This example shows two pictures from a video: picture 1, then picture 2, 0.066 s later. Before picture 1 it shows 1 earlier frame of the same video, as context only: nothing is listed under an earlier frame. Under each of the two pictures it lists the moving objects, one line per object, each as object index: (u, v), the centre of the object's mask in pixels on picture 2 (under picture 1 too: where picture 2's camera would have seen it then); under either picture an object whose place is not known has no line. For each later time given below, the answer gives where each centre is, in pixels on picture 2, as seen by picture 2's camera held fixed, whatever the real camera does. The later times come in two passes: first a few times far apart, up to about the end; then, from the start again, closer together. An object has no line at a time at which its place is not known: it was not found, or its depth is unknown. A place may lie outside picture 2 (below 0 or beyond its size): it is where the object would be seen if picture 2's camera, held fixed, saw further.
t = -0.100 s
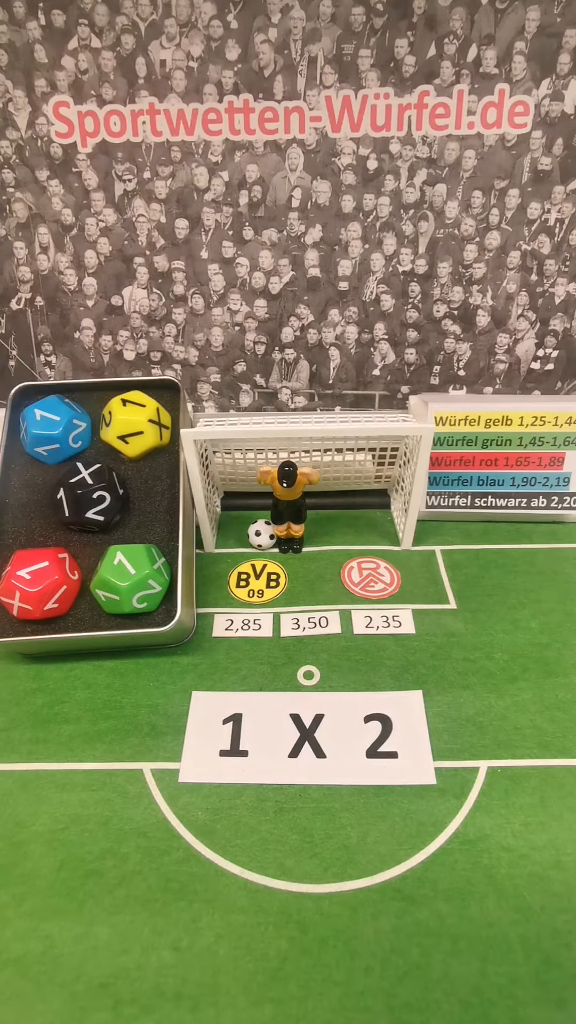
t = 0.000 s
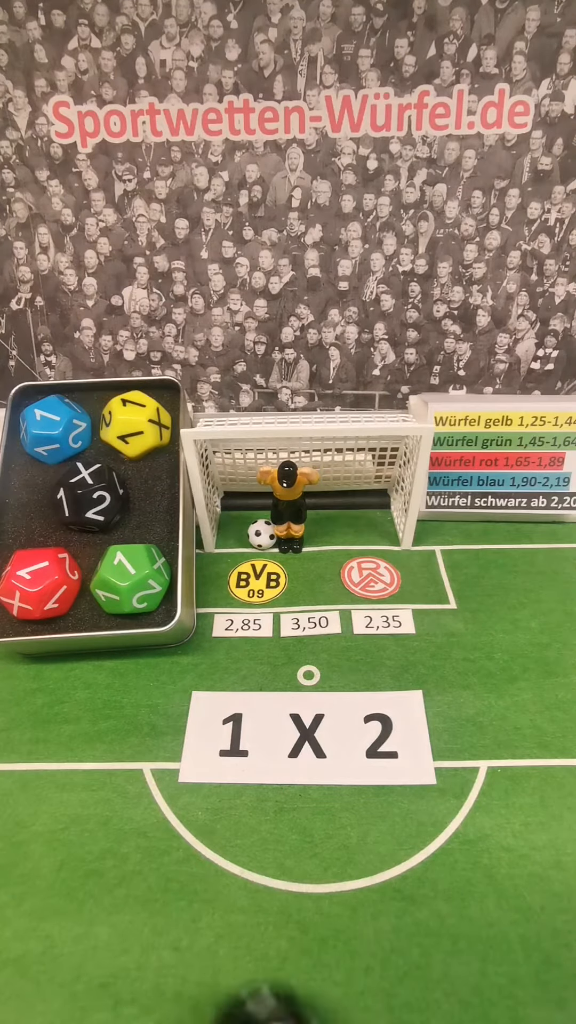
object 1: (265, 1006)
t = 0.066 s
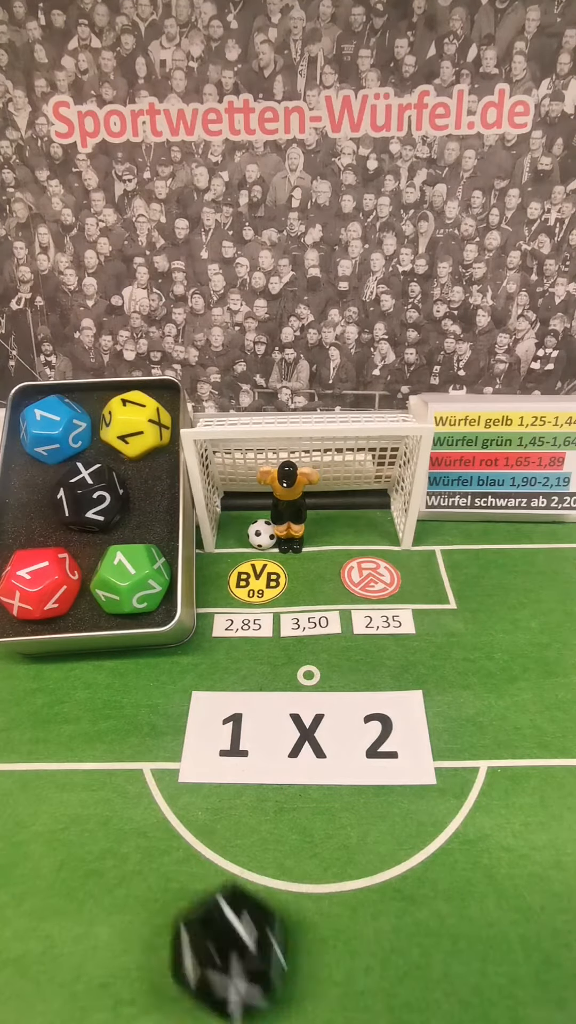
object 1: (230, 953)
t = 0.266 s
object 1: (150, 749)
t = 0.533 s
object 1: (131, 680)
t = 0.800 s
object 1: (130, 679)
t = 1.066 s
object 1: (130, 679)
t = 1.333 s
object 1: (130, 679)
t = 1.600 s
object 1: (130, 679)
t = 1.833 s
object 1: (130, 679)
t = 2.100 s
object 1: (130, 680)
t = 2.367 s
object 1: (130, 680)
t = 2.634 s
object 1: (130, 680)
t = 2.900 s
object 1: (130, 680)
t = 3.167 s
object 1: (130, 680)
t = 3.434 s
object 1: (130, 679)
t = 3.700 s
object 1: (130, 679)
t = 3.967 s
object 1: (130, 679)
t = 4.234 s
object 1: (130, 679)
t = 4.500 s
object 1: (130, 679)
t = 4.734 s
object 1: (130, 680)
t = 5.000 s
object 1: (130, 680)
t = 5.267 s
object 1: (130, 680)
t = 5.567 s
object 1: (130, 680)
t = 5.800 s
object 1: (130, 679)
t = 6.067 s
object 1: (130, 680)
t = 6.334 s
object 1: (130, 680)
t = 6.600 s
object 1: (130, 680)
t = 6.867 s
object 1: (130, 680)
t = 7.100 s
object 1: (130, 680)
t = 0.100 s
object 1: (211, 909)
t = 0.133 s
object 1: (194, 866)
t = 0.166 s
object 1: (183, 828)
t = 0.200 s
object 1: (170, 800)
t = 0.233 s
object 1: (157, 772)
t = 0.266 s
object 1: (150, 749)
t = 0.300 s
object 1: (138, 730)
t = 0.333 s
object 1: (126, 713)
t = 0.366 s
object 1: (120, 696)
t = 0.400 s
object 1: (117, 683)
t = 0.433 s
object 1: (116, 682)
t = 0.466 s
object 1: (121, 677)
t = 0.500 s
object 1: (128, 679)
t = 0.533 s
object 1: (131, 680)
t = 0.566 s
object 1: (129, 679)
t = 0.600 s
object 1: (131, 679)
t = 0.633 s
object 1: (130, 679)
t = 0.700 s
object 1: (130, 679)
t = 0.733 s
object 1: (130, 679)
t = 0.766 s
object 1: (130, 679)
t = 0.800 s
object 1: (130, 679)
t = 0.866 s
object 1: (130, 679)
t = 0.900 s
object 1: (130, 679)
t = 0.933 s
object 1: (130, 679)
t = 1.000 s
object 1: (130, 679)
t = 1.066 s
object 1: (130, 679)
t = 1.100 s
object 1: (130, 679)
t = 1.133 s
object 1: (130, 679)
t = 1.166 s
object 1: (130, 679)
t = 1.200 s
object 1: (130, 679)
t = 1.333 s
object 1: (130, 679)
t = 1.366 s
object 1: (130, 679)
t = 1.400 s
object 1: (130, 679)
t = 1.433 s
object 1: (130, 679)
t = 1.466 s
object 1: (130, 679)
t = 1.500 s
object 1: (130, 679)
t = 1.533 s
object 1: (130, 679)
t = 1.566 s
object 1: (130, 679)
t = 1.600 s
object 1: (130, 679)
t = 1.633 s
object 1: (130, 679)
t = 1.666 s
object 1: (130, 679)
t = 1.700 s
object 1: (130, 679)
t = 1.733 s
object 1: (130, 679)
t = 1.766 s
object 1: (130, 679)
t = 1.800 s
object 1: (130, 679)
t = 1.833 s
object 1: (130, 679)
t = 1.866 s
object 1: (130, 679)
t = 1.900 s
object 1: (130, 679)
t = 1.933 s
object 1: (130, 679)
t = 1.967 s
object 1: (130, 680)
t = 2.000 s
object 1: (130, 680)
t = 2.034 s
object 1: (130, 680)
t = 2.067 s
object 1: (130, 680)
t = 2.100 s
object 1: (130, 680)
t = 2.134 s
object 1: (130, 680)
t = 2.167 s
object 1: (130, 680)
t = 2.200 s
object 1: (130, 680)
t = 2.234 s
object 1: (130, 680)
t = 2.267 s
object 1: (130, 680)
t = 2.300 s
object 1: (130, 680)
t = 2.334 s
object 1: (130, 680)
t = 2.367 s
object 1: (130, 680)
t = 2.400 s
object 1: (130, 680)
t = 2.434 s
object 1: (130, 680)
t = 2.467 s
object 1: (130, 680)
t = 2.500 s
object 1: (130, 680)
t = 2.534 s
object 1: (130, 680)
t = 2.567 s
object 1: (130, 680)
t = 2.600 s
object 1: (130, 680)
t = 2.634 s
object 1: (130, 680)
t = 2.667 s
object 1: (130, 680)
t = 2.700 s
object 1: (130, 680)
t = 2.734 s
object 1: (130, 680)
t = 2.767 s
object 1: (130, 680)
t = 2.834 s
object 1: (130, 680)
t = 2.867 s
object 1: (130, 680)
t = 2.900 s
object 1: (130, 680)
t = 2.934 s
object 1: (130, 680)
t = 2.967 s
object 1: (130, 680)
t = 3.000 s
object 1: (130, 680)
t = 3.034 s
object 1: (130, 680)
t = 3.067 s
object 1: (130, 680)
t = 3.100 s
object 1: (130, 680)
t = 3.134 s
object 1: (130, 680)
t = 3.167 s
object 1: (130, 680)
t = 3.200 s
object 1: (130, 680)
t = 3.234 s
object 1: (130, 680)
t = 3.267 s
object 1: (130, 680)
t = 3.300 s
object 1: (130, 679)
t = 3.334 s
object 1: (130, 679)
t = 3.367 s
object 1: (130, 679)
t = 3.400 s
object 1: (130, 679)
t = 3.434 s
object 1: (130, 679)
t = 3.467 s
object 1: (130, 679)
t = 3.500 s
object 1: (130, 679)
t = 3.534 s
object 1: (130, 679)
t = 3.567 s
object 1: (130, 679)
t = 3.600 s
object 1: (130, 679)
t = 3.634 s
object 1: (130, 679)
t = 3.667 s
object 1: (130, 679)
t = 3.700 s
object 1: (130, 679)
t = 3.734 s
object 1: (130, 679)
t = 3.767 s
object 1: (130, 679)
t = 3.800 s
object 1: (130, 679)
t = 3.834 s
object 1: (130, 679)
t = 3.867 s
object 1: (130, 679)
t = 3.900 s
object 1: (130, 679)
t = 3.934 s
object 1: (130, 679)
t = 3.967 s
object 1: (130, 679)
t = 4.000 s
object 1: (130, 679)
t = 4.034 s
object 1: (130, 679)
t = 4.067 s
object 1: (130, 679)
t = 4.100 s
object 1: (130, 679)
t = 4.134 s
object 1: (130, 679)
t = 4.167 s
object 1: (130, 679)
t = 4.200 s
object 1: (130, 679)
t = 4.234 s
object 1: (130, 679)
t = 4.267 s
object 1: (130, 679)
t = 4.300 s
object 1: (130, 679)
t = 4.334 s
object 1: (130, 679)
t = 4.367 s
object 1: (130, 679)
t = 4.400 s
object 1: (130, 679)
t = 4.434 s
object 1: (130, 679)
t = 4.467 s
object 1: (130, 679)
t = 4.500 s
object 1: (130, 679)
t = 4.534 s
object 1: (130, 679)
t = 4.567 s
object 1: (130, 679)
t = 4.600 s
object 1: (130, 679)
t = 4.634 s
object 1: (130, 679)
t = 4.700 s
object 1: (130, 680)
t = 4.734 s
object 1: (130, 680)
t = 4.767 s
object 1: (130, 680)
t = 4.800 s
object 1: (130, 680)
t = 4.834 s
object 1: (130, 680)
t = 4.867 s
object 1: (130, 680)
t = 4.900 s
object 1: (130, 680)
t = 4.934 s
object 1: (130, 680)
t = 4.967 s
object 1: (130, 680)
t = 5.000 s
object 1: (130, 680)
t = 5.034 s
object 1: (130, 680)
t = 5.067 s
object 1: (130, 680)
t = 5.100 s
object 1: (130, 680)
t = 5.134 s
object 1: (130, 680)
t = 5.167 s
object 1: (130, 680)
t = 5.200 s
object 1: (130, 680)
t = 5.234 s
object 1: (130, 680)
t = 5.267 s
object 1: (130, 680)
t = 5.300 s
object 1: (130, 680)
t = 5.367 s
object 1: (130, 680)
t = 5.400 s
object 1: (130, 680)
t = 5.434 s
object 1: (130, 680)
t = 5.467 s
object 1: (130, 680)
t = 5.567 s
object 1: (130, 680)
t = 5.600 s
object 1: (130, 680)
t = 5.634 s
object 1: (130, 680)
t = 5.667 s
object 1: (130, 680)
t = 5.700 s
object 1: (130, 680)
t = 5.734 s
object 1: (130, 680)
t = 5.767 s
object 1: (130, 680)
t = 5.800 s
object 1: (130, 679)
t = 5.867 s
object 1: (130, 679)
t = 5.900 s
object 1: (130, 680)
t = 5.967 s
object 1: (130, 680)
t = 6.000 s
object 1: (130, 680)
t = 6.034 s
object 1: (130, 680)
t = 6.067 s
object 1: (130, 680)
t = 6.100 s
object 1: (130, 680)
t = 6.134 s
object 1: (130, 680)
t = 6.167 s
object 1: (130, 680)
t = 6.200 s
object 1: (130, 680)
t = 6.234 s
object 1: (130, 680)
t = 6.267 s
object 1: (130, 680)
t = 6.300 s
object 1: (130, 680)
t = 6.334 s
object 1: (130, 680)
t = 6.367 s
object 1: (130, 680)
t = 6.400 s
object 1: (130, 680)
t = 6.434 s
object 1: (130, 679)
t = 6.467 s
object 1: (130, 679)
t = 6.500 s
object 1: (130, 680)
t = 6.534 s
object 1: (130, 680)
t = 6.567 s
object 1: (130, 680)
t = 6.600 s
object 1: (130, 680)
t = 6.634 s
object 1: (130, 680)
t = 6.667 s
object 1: (130, 680)
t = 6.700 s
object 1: (130, 680)
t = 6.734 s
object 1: (130, 679)
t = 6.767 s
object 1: (130, 680)
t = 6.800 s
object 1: (130, 680)
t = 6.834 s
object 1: (130, 680)
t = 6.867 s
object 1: (130, 680)
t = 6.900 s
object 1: (130, 680)
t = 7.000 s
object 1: (130, 680)
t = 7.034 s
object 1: (130, 680)
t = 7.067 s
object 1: (130, 680)
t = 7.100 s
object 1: (130, 680)
